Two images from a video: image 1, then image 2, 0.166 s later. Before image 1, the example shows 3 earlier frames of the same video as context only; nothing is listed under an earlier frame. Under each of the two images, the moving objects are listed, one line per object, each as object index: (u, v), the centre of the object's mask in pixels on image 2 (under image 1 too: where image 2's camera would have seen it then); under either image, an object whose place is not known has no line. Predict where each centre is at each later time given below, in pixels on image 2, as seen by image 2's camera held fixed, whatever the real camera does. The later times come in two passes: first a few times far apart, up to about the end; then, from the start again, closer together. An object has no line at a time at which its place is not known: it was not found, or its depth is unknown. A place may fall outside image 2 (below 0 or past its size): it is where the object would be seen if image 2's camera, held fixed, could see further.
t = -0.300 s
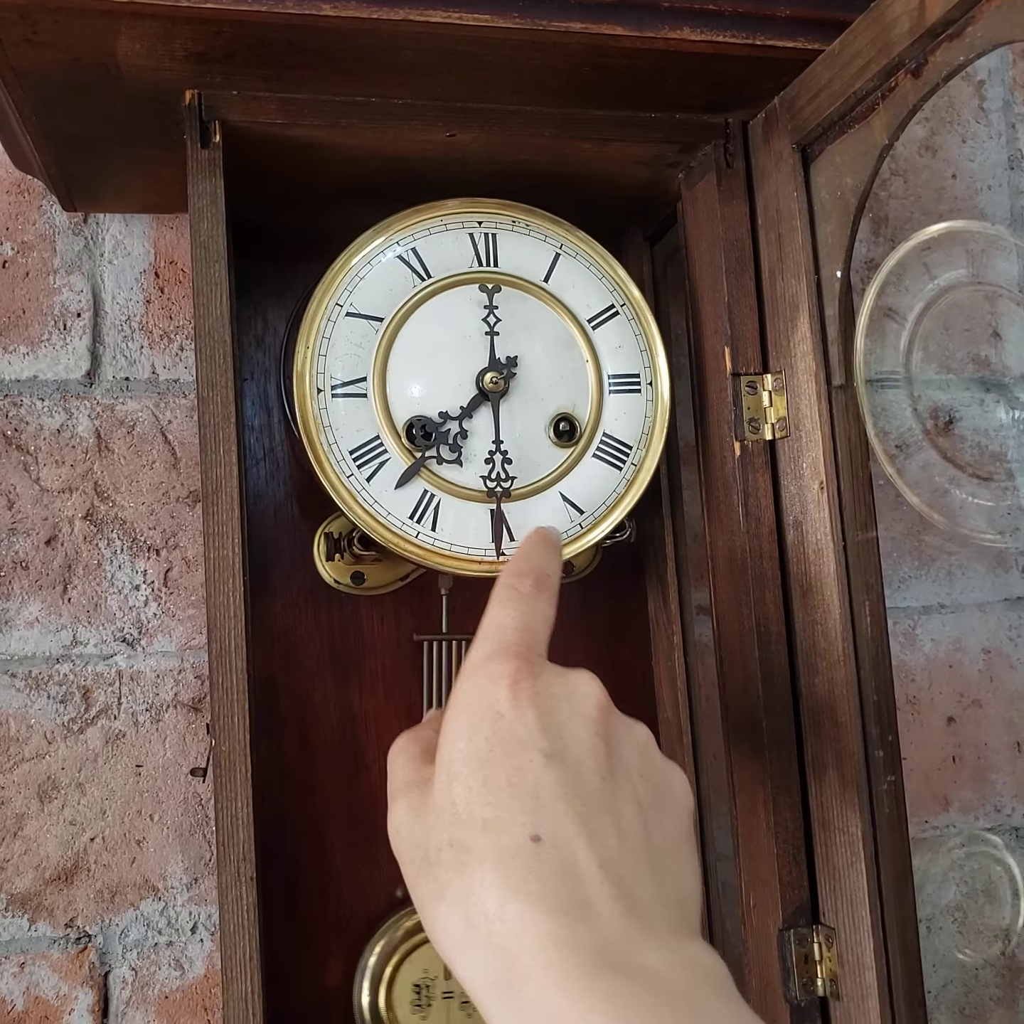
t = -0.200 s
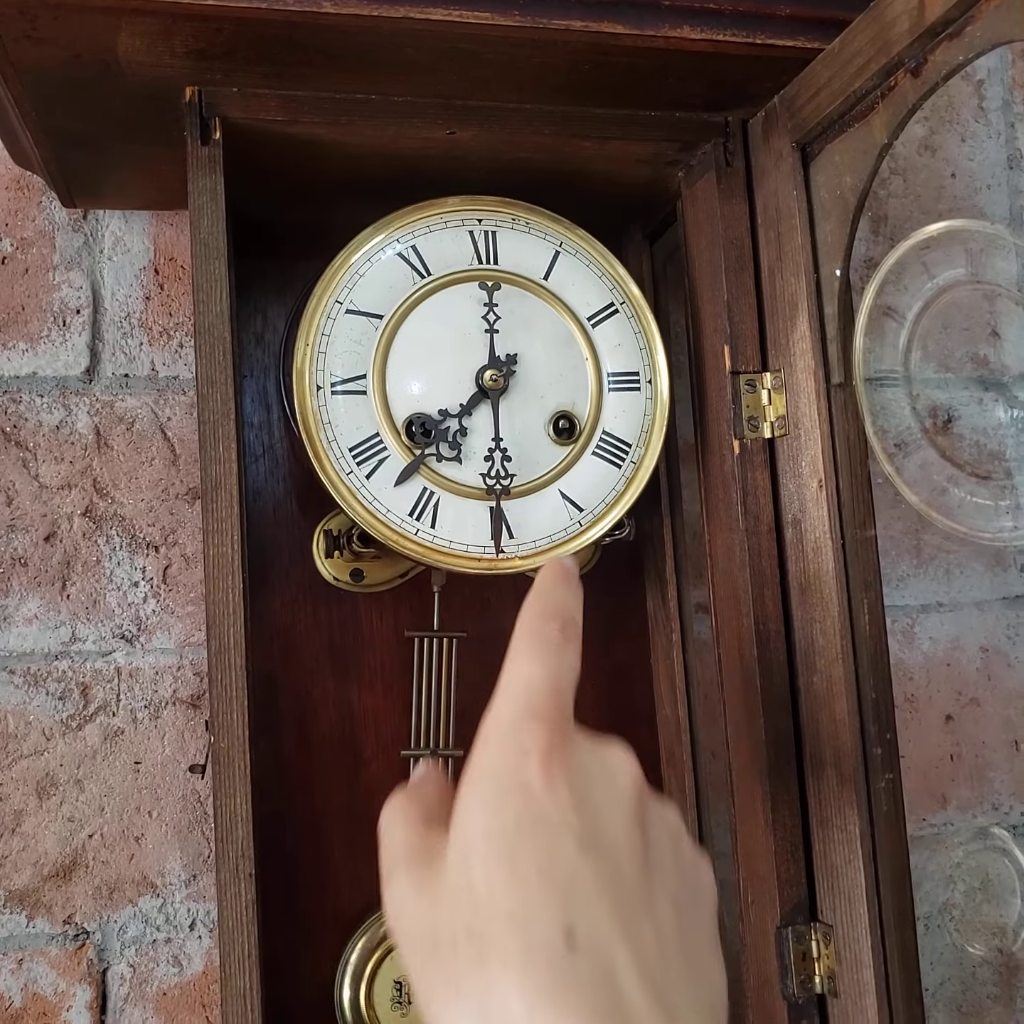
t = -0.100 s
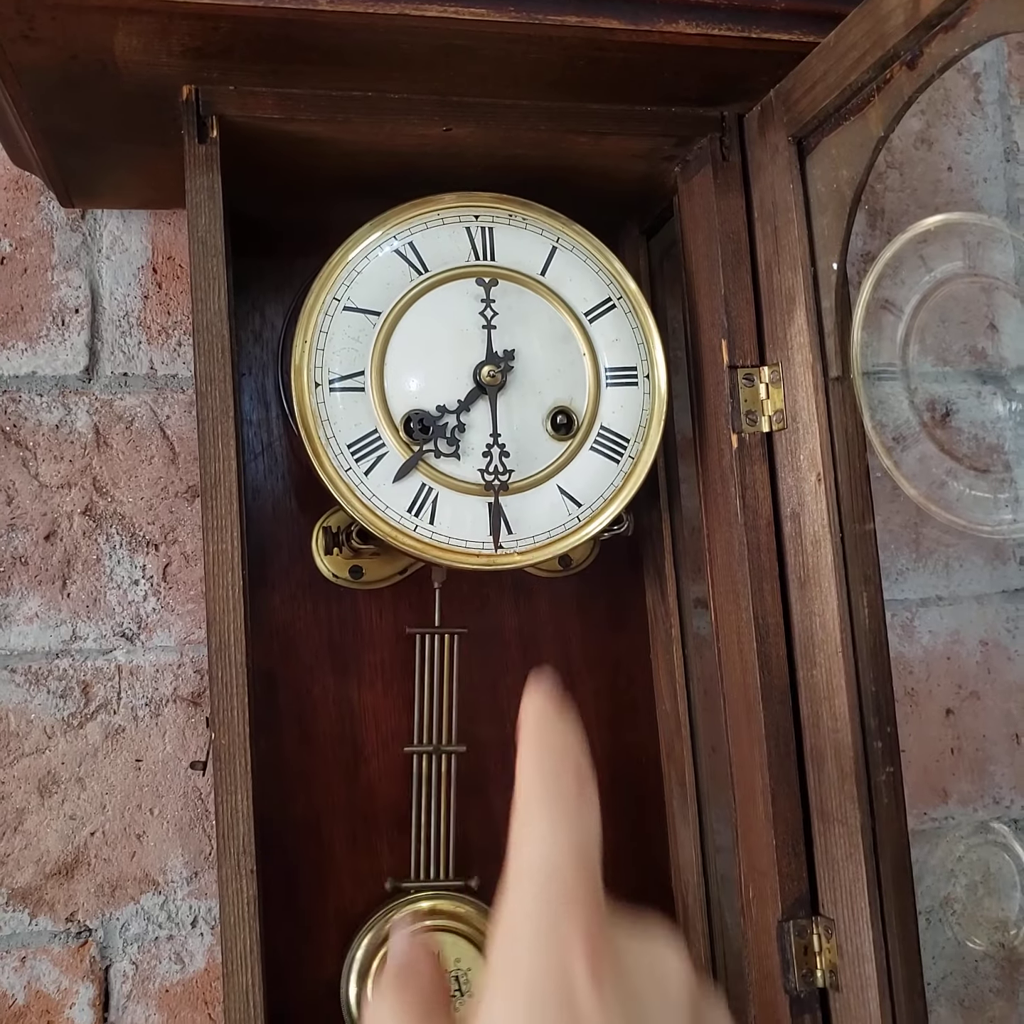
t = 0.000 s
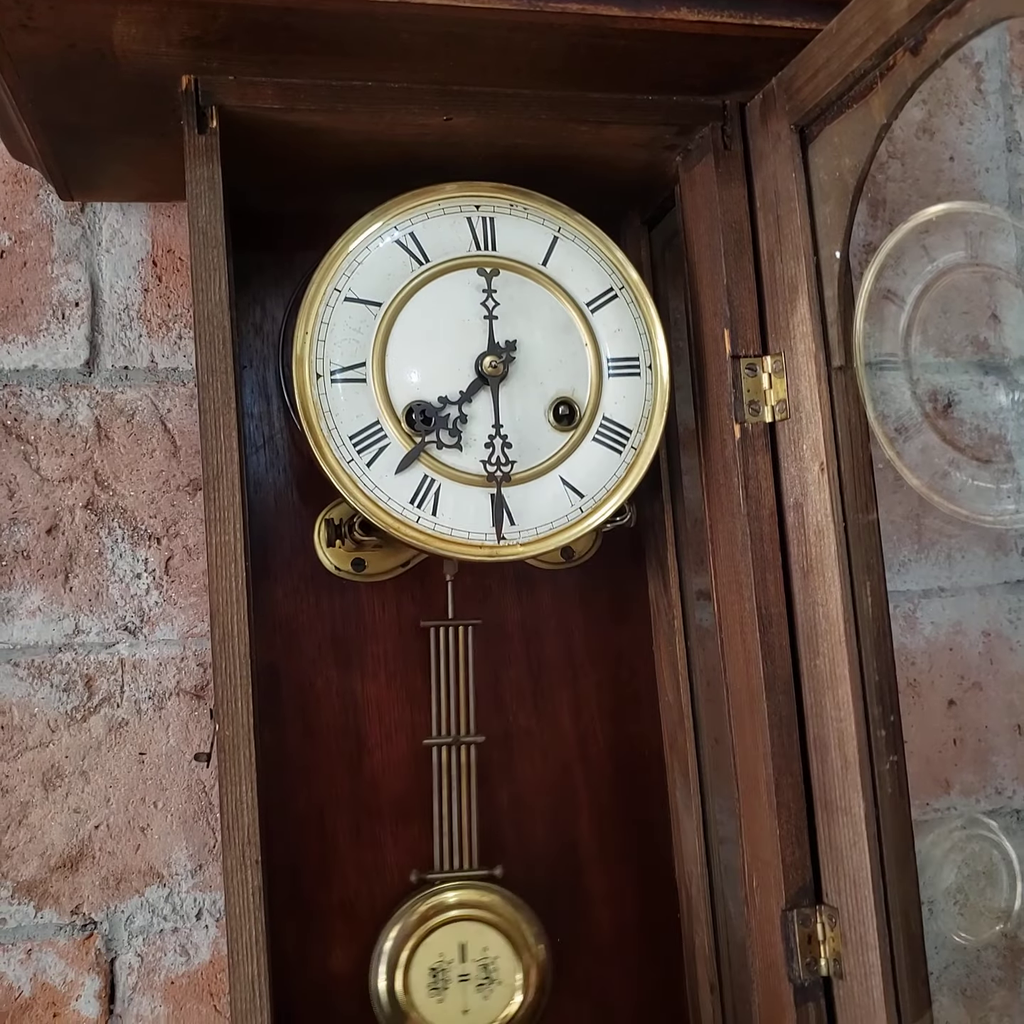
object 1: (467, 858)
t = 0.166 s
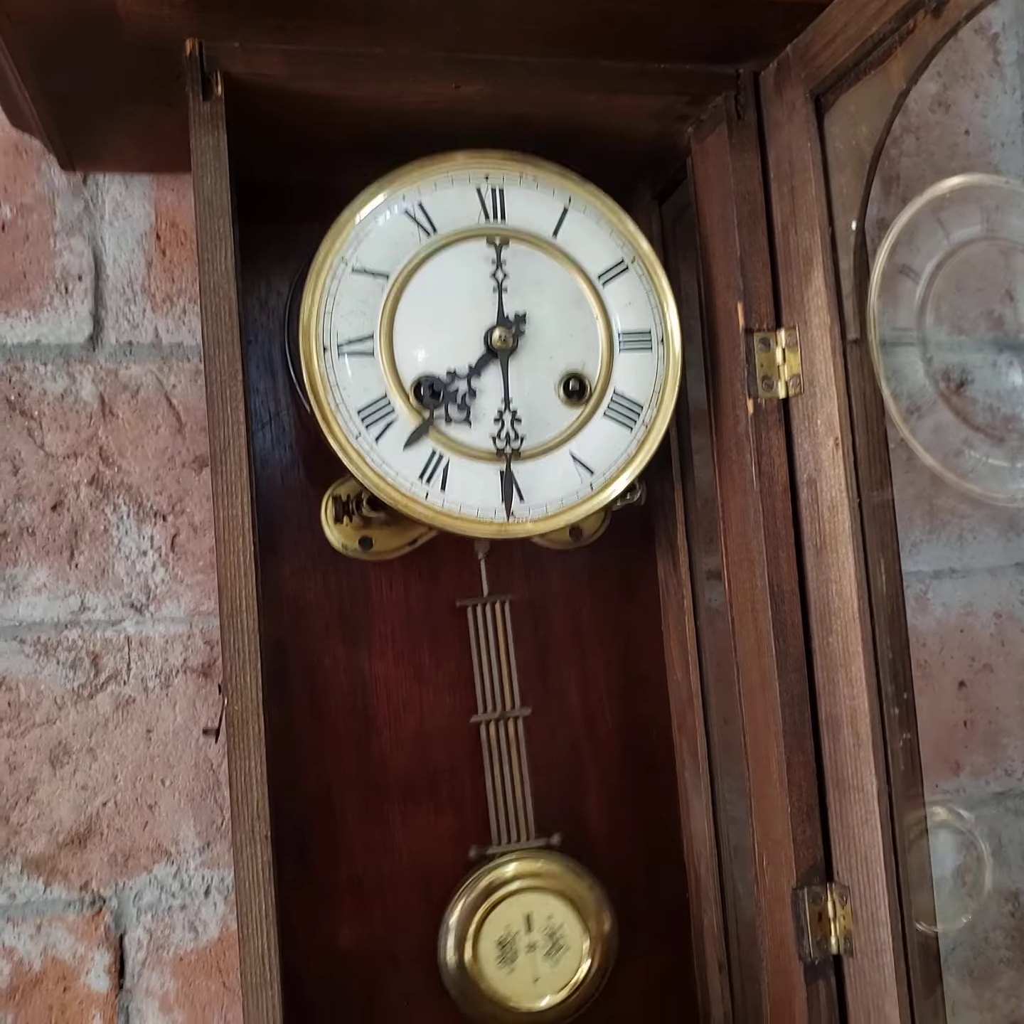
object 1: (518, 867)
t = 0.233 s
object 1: (536, 868)
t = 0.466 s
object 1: (539, 865)
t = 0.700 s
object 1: (470, 873)
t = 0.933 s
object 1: (444, 876)
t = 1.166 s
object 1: (503, 868)
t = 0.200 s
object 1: (527, 869)
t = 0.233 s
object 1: (536, 868)
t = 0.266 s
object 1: (542, 867)
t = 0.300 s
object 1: (547, 865)
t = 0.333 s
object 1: (550, 865)
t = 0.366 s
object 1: (550, 863)
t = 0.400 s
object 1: (548, 864)
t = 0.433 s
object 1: (545, 864)
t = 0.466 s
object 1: (539, 865)
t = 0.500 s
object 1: (532, 867)
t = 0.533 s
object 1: (523, 869)
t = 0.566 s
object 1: (513, 870)
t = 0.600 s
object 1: (502, 869)
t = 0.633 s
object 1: (491, 870)
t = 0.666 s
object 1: (480, 872)
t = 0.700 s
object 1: (470, 873)
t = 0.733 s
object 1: (461, 875)
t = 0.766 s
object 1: (453, 875)
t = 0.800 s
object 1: (447, 875)
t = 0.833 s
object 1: (443, 875)
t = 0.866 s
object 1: (441, 876)
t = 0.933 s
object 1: (444, 876)
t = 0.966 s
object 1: (448, 875)
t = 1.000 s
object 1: (455, 874)
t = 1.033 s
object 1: (462, 873)
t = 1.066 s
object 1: (472, 873)
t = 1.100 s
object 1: (481, 871)
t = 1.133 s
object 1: (493, 870)
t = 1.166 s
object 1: (503, 868)
